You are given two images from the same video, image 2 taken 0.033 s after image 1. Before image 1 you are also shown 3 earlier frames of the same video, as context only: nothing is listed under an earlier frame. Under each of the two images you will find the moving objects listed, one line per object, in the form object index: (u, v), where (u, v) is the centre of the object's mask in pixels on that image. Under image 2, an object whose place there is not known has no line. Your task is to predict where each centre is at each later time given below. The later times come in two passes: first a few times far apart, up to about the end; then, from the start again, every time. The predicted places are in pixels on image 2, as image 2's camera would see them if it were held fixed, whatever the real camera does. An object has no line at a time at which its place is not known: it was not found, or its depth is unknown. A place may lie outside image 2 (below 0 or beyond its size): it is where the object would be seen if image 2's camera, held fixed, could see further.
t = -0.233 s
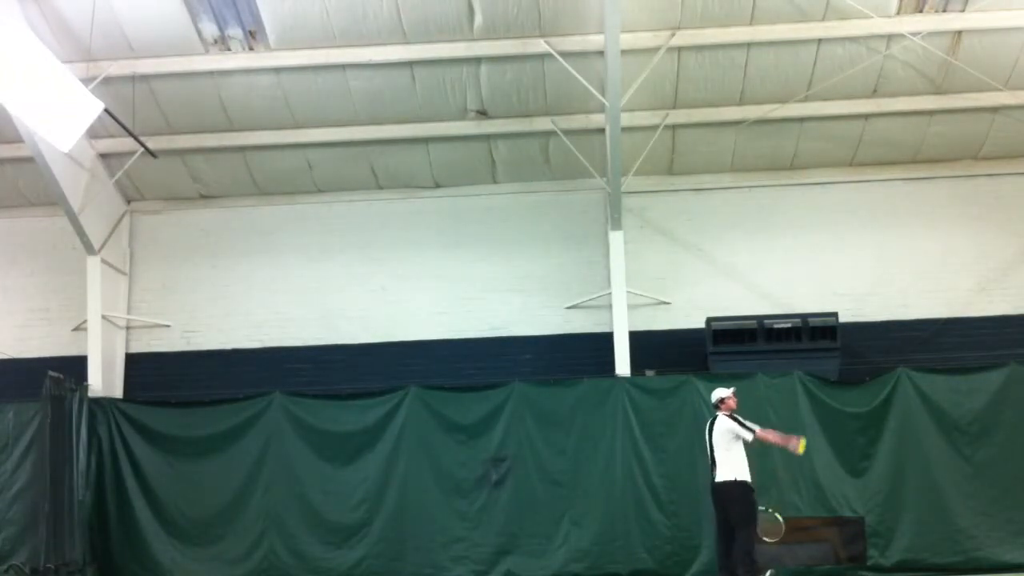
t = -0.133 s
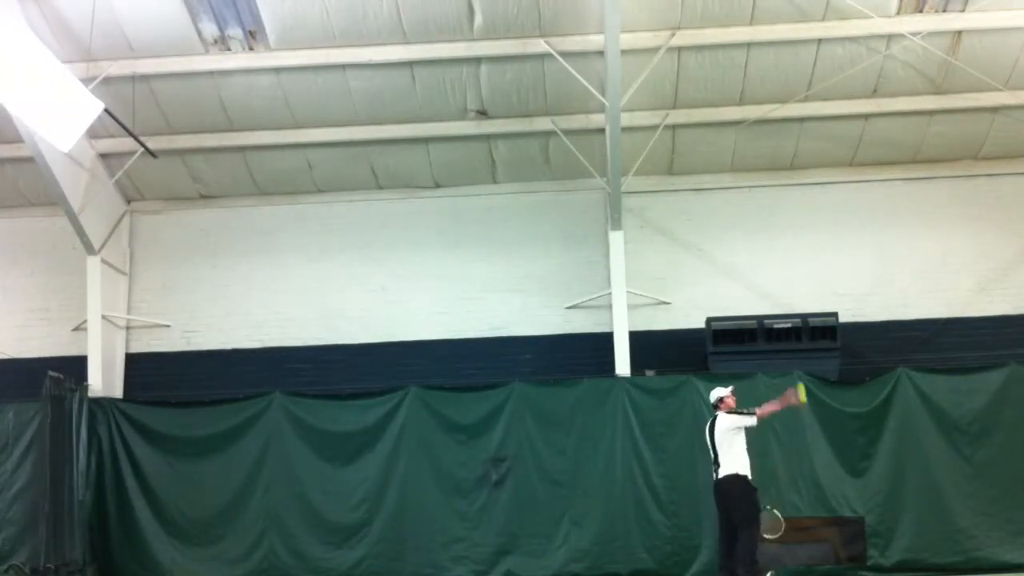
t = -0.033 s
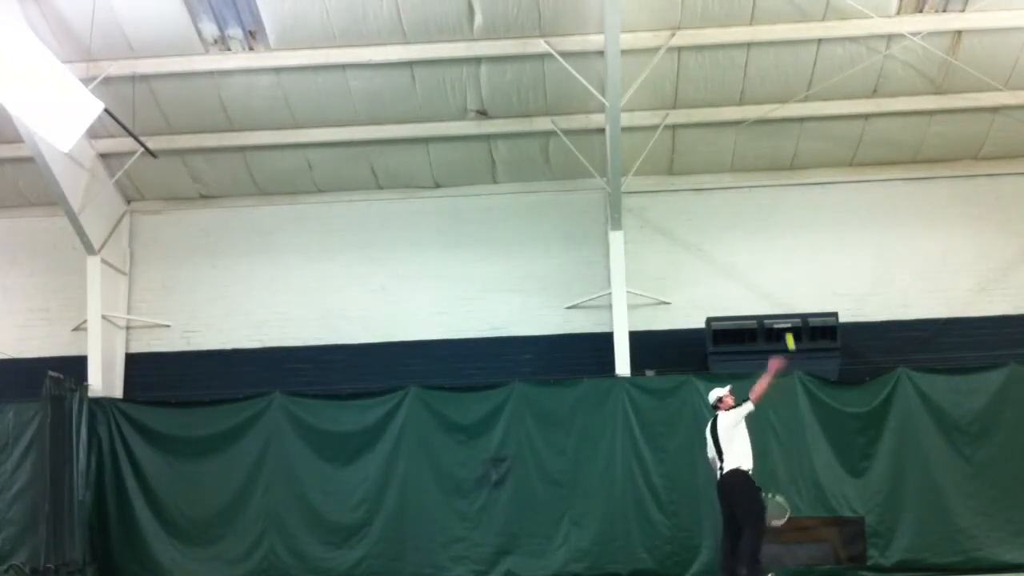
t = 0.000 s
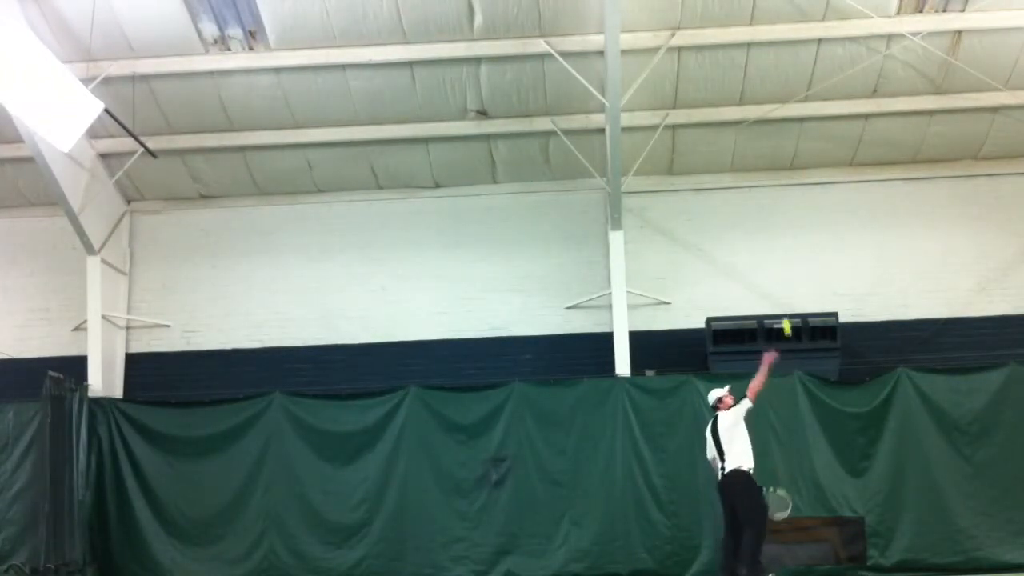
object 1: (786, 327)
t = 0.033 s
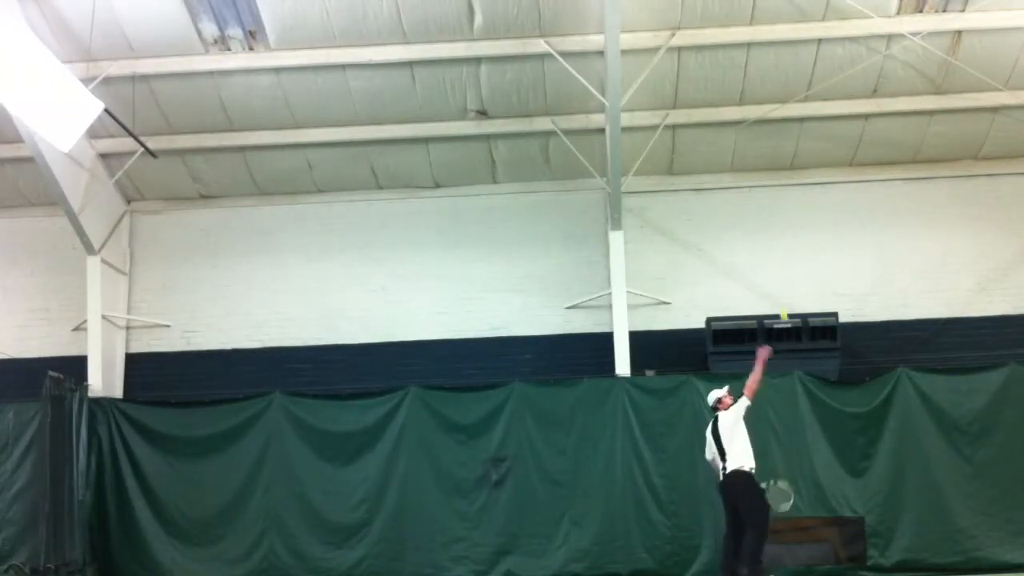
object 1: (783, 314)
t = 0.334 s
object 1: (756, 239)
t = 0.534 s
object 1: (742, 238)
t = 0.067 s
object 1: (781, 300)
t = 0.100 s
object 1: (776, 288)
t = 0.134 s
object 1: (773, 278)
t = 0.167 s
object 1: (771, 270)
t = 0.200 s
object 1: (768, 265)
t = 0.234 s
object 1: (764, 255)
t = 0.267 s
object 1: (761, 248)
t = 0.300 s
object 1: (758, 243)
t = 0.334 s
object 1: (756, 239)
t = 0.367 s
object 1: (753, 237)
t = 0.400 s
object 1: (751, 235)
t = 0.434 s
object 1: (748, 234)
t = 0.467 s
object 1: (746, 234)
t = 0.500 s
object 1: (744, 236)
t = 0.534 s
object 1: (742, 238)
